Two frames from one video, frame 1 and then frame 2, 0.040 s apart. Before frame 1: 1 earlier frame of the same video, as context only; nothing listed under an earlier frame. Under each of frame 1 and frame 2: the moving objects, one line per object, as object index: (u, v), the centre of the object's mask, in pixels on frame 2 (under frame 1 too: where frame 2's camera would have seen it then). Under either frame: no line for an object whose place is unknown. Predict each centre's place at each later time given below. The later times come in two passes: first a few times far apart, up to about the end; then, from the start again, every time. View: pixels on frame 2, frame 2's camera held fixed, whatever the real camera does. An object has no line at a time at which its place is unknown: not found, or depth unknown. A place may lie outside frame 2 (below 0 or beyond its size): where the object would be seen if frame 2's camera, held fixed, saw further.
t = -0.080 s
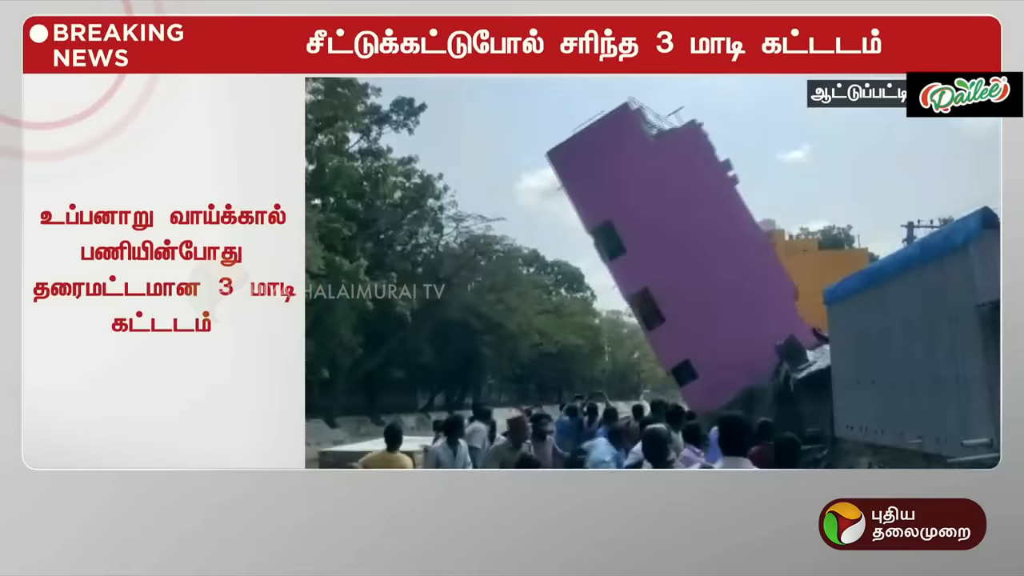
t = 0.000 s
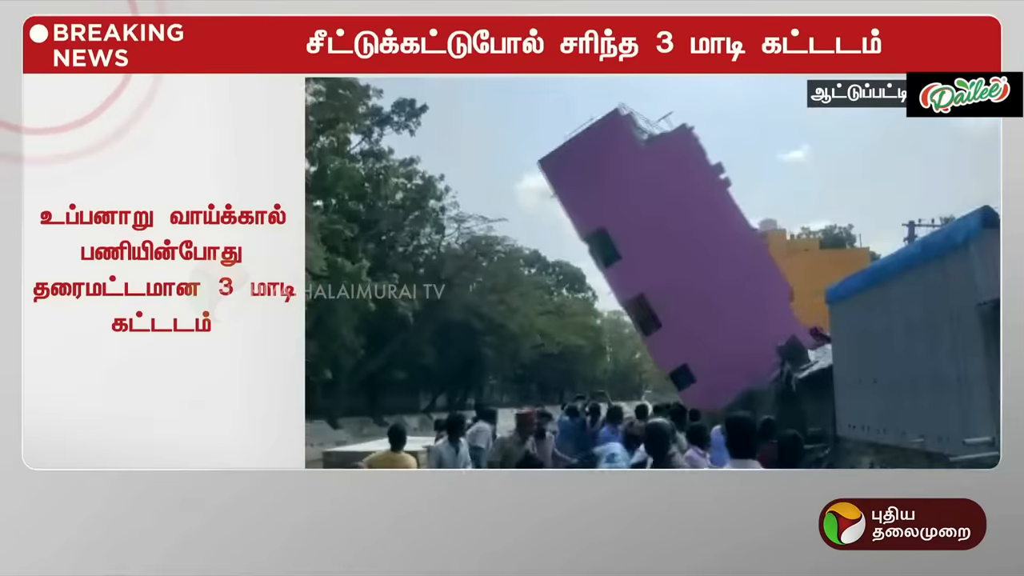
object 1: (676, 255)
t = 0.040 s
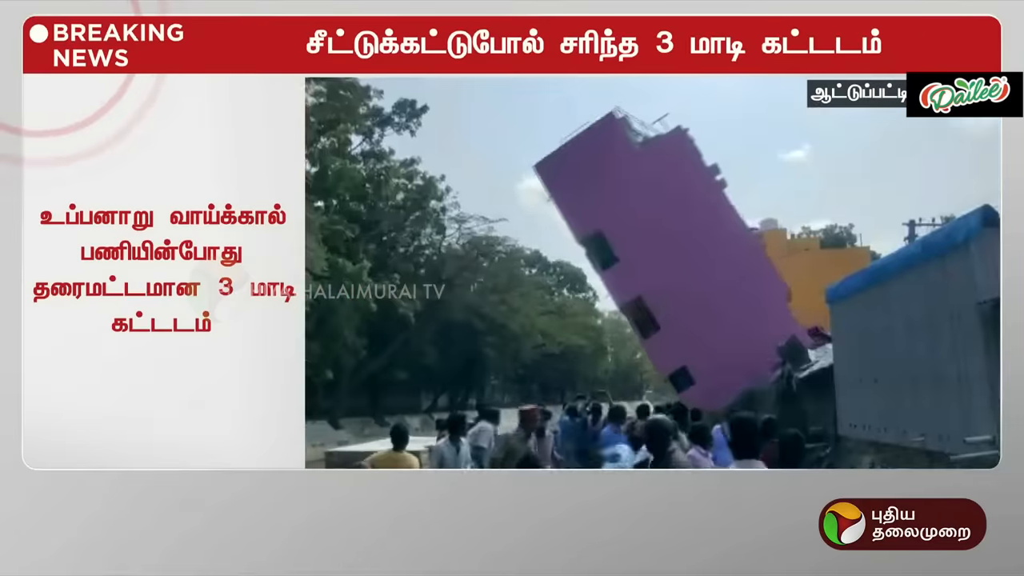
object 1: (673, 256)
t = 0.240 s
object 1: (658, 264)
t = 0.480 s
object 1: (637, 274)
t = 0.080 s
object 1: (671, 258)
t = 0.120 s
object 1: (668, 260)
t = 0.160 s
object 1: (665, 261)
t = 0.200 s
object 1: (661, 262)
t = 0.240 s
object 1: (658, 264)
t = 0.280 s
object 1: (655, 267)
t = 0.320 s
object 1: (651, 269)
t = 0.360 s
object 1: (648, 270)
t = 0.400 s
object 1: (644, 271)
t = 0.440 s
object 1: (641, 273)
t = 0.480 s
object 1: (637, 274)
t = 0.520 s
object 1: (634, 275)
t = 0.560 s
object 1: (631, 276)
